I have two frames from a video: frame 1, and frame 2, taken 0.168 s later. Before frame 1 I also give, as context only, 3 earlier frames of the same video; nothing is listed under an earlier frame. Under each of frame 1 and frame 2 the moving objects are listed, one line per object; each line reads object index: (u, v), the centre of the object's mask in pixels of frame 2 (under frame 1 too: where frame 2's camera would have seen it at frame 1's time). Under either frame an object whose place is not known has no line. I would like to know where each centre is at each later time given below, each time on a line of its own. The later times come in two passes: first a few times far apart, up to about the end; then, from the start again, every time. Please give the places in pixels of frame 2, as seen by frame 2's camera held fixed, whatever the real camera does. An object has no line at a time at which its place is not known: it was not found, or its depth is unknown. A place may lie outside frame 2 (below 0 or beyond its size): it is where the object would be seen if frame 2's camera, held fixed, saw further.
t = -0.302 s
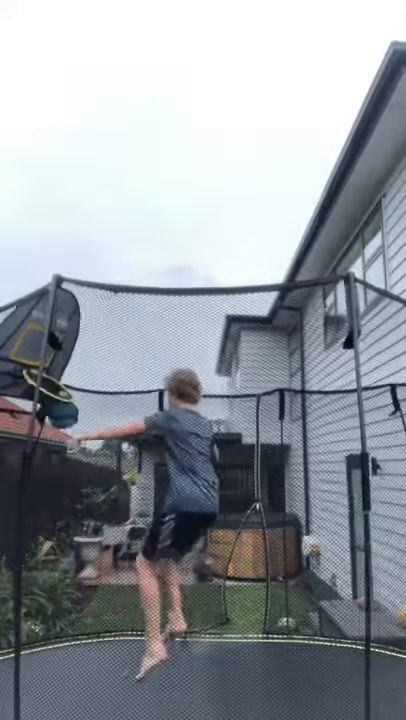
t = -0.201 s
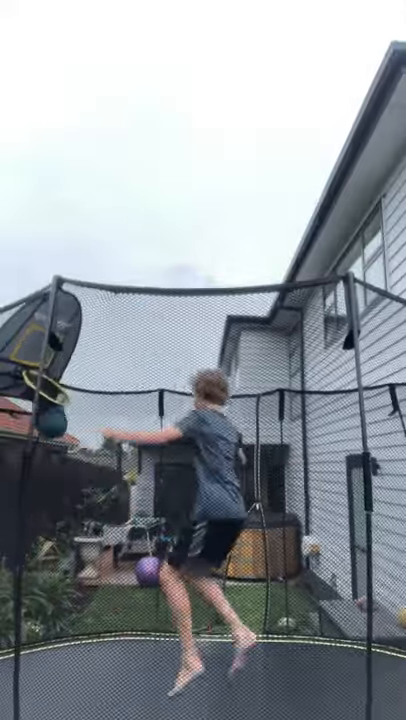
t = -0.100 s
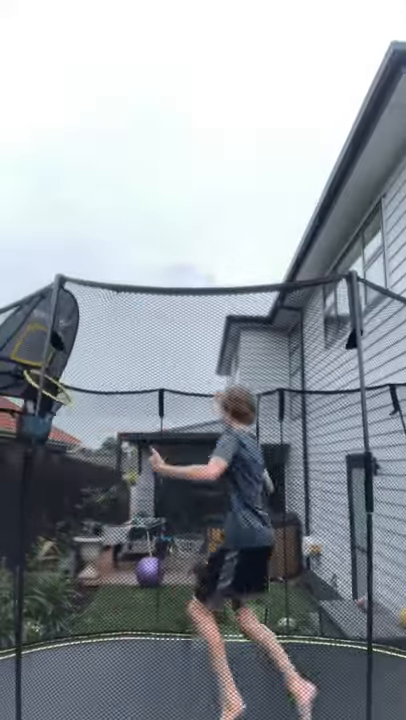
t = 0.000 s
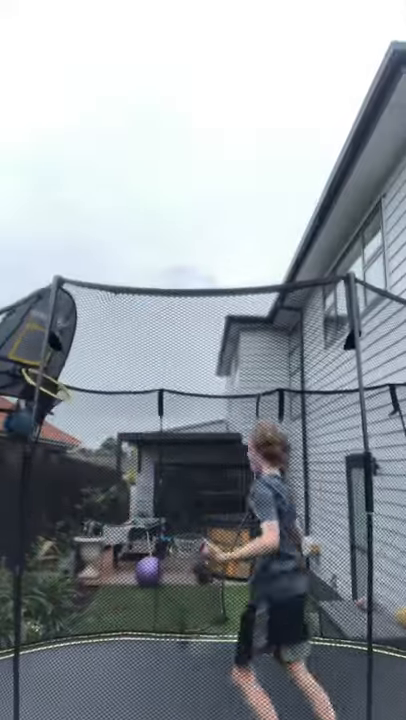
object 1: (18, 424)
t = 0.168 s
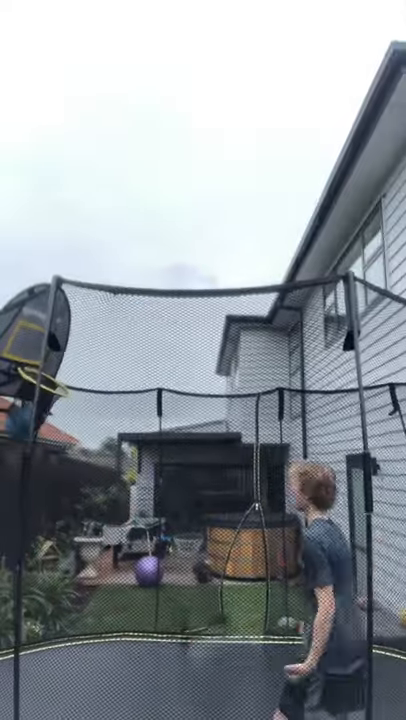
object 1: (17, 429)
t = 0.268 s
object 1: (19, 436)
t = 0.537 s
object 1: (38, 512)
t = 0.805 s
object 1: (48, 653)
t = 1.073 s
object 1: (88, 575)
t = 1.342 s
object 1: (125, 616)
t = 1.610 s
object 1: (166, 659)
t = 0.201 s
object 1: (17, 429)
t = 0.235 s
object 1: (16, 432)
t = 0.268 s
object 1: (19, 436)
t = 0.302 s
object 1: (22, 439)
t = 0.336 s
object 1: (25, 442)
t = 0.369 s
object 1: (27, 449)
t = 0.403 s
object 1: (26, 459)
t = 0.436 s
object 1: (33, 470)
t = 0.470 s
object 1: (33, 482)
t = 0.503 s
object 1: (35, 497)
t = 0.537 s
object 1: (38, 512)
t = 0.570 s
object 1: (38, 529)
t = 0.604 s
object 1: (39, 548)
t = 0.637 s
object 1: (39, 570)
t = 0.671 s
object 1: (40, 593)
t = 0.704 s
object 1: (41, 618)
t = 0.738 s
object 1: (41, 647)
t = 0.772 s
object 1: (43, 669)
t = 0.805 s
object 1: (48, 653)
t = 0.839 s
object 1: (54, 637)
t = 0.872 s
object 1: (61, 623)
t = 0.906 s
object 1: (65, 608)
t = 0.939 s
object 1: (69, 598)
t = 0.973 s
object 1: (73, 588)
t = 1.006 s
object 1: (79, 582)
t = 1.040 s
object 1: (83, 577)
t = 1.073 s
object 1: (88, 575)
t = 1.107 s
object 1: (94, 573)
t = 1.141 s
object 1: (98, 574)
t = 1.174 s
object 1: (102, 576)
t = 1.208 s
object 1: (107, 580)
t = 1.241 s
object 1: (111, 587)
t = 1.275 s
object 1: (116, 593)
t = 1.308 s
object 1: (120, 604)
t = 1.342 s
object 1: (125, 616)
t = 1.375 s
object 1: (127, 630)
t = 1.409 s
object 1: (133, 645)
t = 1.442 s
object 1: (137, 664)
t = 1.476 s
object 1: (142, 684)
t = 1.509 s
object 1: (146, 683)
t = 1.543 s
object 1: (152, 672)
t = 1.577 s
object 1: (160, 665)
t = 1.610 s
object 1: (166, 659)
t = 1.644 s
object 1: (173, 655)
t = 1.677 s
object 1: (179, 653)
